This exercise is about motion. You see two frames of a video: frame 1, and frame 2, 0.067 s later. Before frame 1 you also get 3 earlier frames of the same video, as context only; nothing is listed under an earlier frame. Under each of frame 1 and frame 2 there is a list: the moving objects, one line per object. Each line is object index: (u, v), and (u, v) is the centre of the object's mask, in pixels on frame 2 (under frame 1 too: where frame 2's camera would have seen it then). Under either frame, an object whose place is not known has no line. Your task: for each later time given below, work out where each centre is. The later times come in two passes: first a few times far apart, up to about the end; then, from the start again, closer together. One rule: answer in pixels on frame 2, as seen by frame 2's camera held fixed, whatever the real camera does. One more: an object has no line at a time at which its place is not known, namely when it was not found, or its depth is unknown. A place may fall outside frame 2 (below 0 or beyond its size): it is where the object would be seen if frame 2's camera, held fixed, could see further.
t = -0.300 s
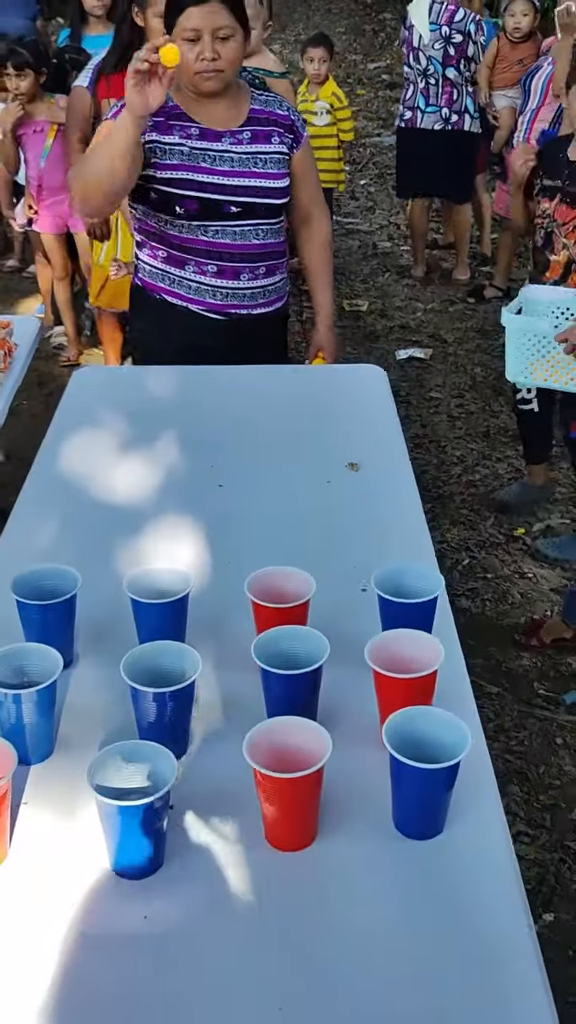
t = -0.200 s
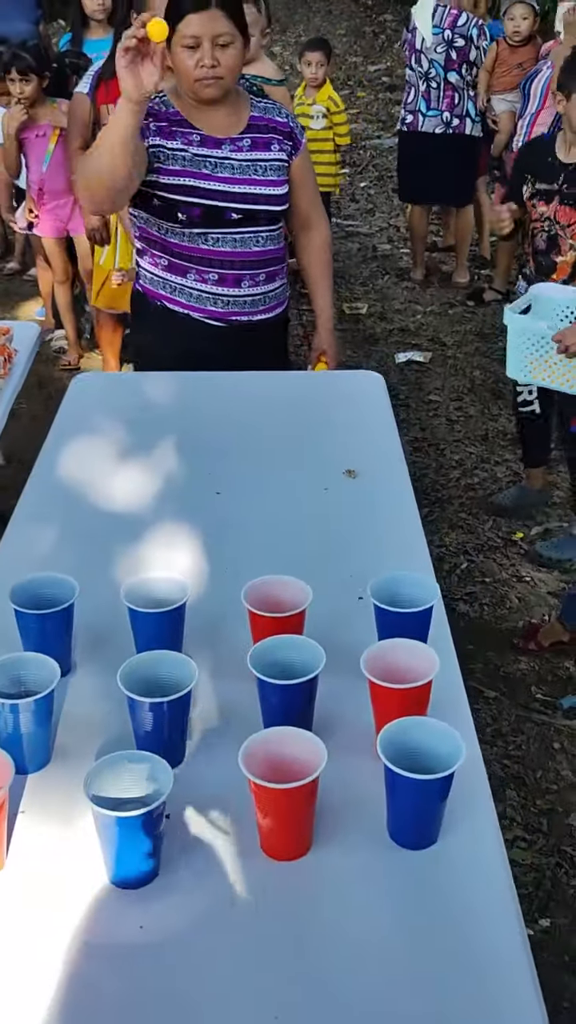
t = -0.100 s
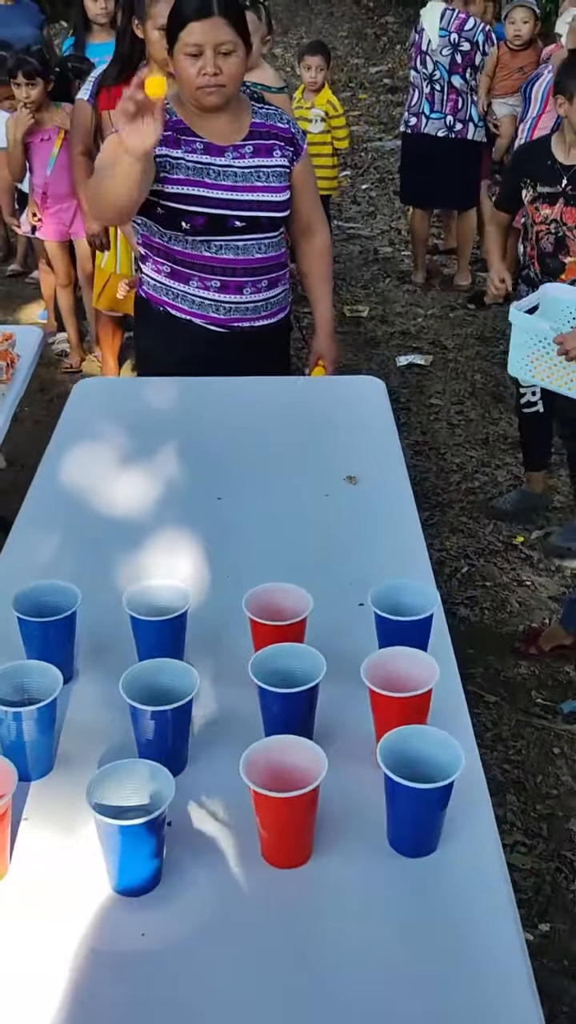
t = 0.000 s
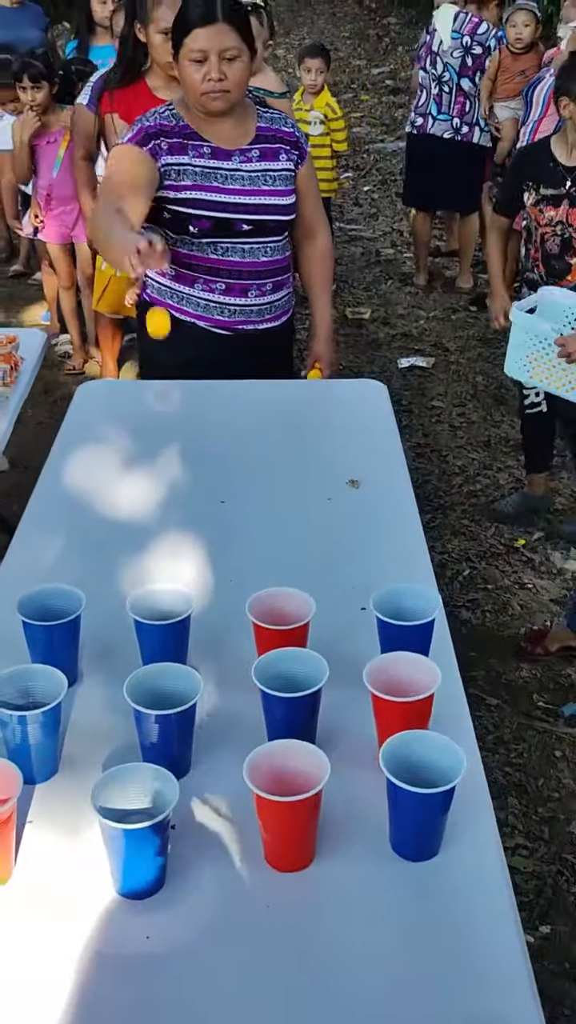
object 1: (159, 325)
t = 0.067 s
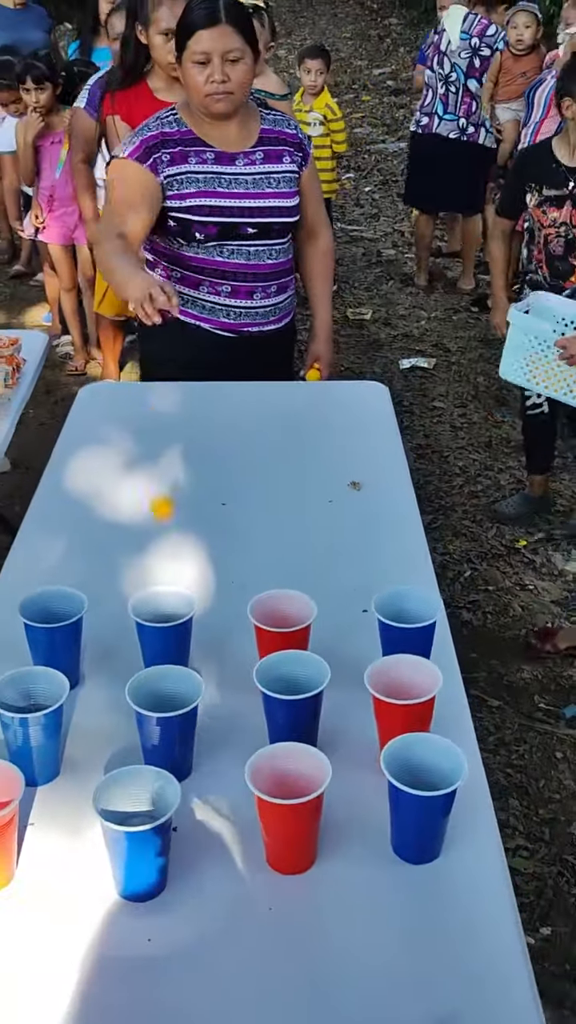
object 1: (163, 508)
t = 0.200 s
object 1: (166, 443)
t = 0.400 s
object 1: (194, 460)
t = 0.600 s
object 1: (240, 769)
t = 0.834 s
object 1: (125, 755)
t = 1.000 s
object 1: (81, 803)
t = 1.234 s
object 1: (78, 869)
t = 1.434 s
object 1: (71, 919)
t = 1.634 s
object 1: (89, 955)
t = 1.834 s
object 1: (121, 977)
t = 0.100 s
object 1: (163, 521)
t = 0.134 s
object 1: (163, 491)
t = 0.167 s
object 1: (164, 461)
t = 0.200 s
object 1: (166, 443)
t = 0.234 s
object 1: (175, 425)
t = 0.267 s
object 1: (178, 418)
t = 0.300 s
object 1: (177, 416)
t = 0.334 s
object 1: (186, 422)
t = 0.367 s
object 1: (192, 438)
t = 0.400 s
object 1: (194, 460)
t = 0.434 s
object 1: (202, 494)
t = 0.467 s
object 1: (210, 535)
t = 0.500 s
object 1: (219, 582)
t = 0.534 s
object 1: (228, 641)
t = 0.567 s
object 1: (237, 701)
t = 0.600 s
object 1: (240, 769)
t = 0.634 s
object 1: (248, 813)
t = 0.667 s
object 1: (230, 782)
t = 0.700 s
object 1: (210, 765)
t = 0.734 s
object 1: (186, 750)
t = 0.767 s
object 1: (166, 746)
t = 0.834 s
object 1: (125, 755)
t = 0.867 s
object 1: (106, 768)
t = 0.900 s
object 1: (85, 797)
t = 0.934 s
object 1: (80, 803)
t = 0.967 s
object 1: (80, 802)
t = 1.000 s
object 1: (81, 803)
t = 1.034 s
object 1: (83, 811)
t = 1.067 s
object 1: (85, 823)
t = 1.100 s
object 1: (91, 840)
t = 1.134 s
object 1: (92, 842)
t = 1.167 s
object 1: (86, 854)
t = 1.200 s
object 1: (80, 863)
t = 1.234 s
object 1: (78, 869)
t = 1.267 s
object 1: (77, 875)
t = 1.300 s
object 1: (75, 883)
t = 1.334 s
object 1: (74, 886)
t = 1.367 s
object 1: (72, 898)
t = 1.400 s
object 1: (72, 900)
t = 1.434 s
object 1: (71, 919)
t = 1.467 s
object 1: (74, 926)
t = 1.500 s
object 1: (78, 933)
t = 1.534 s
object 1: (81, 940)
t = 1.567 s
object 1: (83, 945)
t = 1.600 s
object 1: (86, 950)
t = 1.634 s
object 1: (89, 955)
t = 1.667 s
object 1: (91, 959)
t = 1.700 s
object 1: (95, 965)
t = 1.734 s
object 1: (99, 970)
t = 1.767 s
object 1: (106, 973)
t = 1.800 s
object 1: (113, 975)
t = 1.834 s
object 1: (121, 977)
